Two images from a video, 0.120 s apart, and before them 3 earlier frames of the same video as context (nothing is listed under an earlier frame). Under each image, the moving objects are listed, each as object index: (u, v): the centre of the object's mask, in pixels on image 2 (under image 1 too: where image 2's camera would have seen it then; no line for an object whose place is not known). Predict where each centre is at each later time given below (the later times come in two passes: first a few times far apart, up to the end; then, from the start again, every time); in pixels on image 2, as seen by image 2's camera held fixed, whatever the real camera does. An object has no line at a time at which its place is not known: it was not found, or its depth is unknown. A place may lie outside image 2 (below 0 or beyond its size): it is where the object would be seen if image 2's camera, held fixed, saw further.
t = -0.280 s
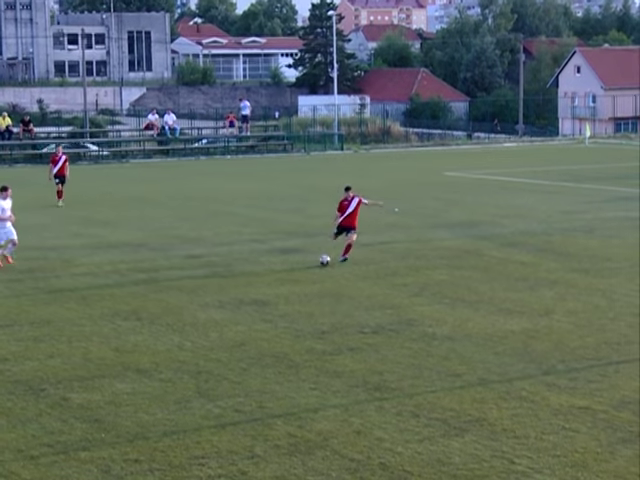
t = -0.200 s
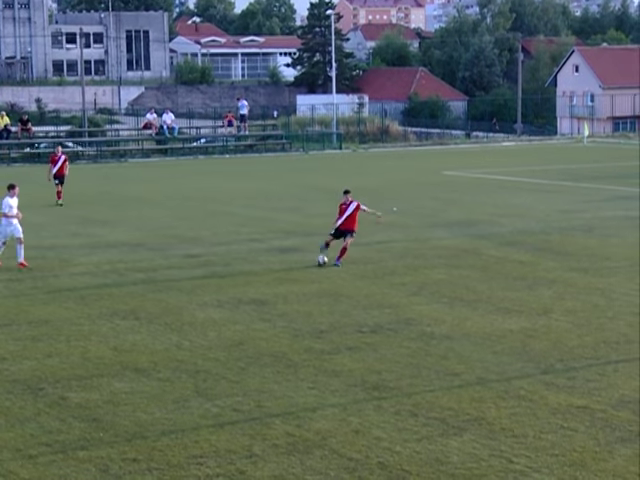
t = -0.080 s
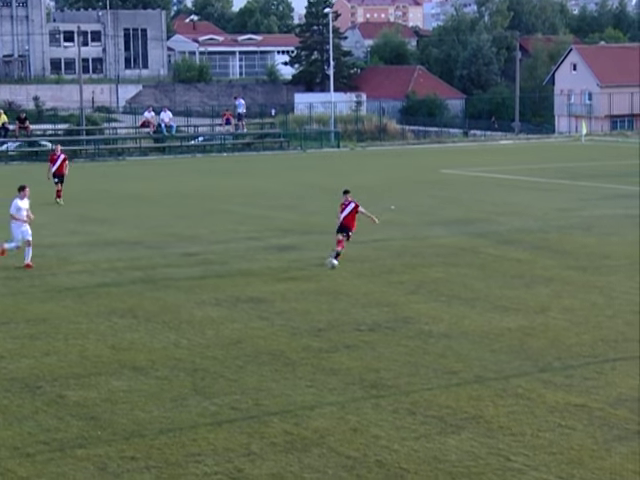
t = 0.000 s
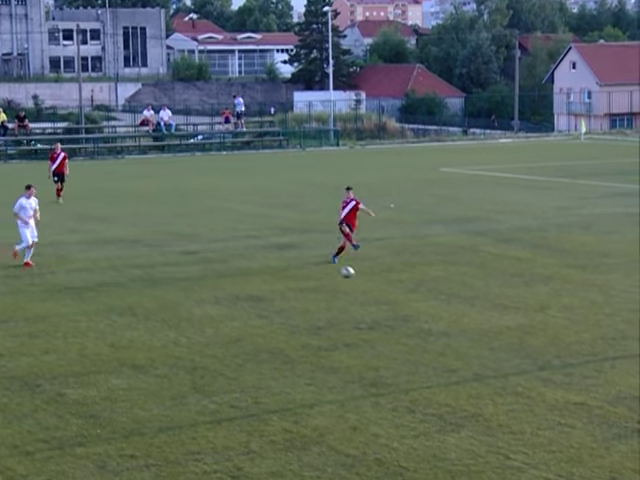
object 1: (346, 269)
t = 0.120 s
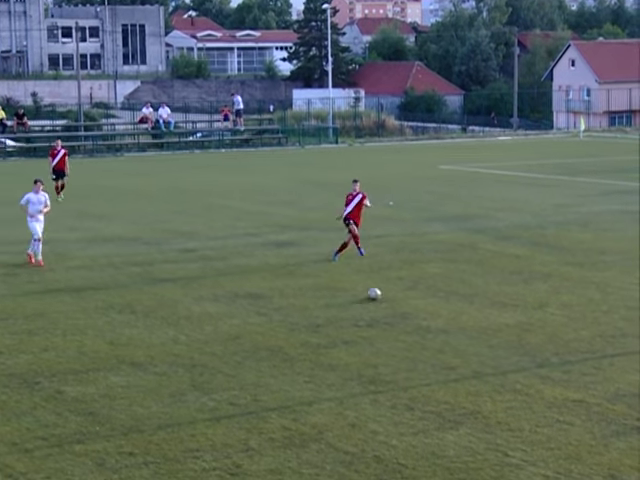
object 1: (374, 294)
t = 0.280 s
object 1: (410, 313)
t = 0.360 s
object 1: (430, 334)
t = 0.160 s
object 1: (379, 296)
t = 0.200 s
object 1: (391, 300)
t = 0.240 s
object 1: (400, 306)
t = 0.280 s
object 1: (410, 313)
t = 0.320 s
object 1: (420, 323)
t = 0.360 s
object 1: (430, 334)
